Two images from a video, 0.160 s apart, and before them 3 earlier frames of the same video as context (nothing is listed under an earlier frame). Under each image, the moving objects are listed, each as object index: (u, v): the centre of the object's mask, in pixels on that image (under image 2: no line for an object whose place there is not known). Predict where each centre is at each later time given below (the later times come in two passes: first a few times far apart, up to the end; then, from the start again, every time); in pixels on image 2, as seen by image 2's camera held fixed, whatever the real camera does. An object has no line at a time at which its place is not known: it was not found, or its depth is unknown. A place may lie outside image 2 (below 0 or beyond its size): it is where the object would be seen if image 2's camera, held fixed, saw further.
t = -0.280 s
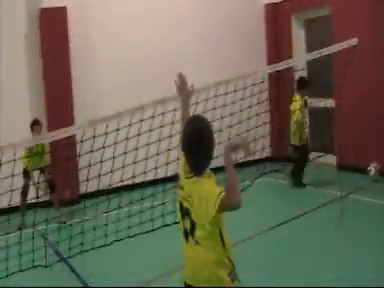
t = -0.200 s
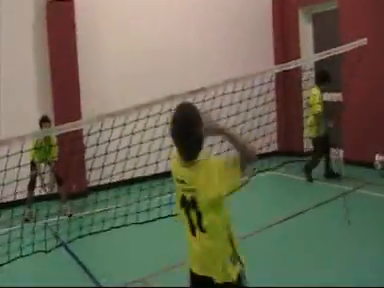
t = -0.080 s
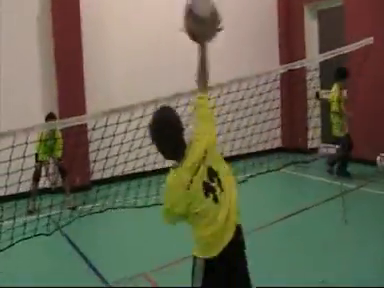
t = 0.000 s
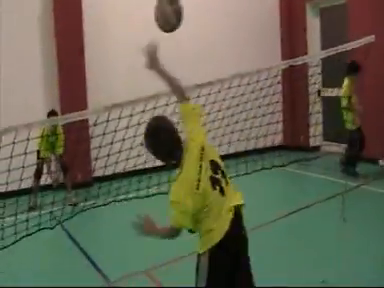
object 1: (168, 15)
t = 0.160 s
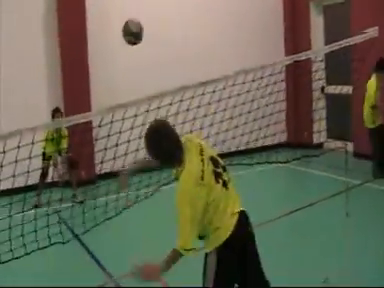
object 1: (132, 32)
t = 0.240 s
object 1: (121, 50)
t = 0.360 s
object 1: (109, 81)
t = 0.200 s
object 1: (126, 41)
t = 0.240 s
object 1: (121, 50)
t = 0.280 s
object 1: (117, 60)
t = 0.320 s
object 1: (113, 70)
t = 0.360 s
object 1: (109, 81)
